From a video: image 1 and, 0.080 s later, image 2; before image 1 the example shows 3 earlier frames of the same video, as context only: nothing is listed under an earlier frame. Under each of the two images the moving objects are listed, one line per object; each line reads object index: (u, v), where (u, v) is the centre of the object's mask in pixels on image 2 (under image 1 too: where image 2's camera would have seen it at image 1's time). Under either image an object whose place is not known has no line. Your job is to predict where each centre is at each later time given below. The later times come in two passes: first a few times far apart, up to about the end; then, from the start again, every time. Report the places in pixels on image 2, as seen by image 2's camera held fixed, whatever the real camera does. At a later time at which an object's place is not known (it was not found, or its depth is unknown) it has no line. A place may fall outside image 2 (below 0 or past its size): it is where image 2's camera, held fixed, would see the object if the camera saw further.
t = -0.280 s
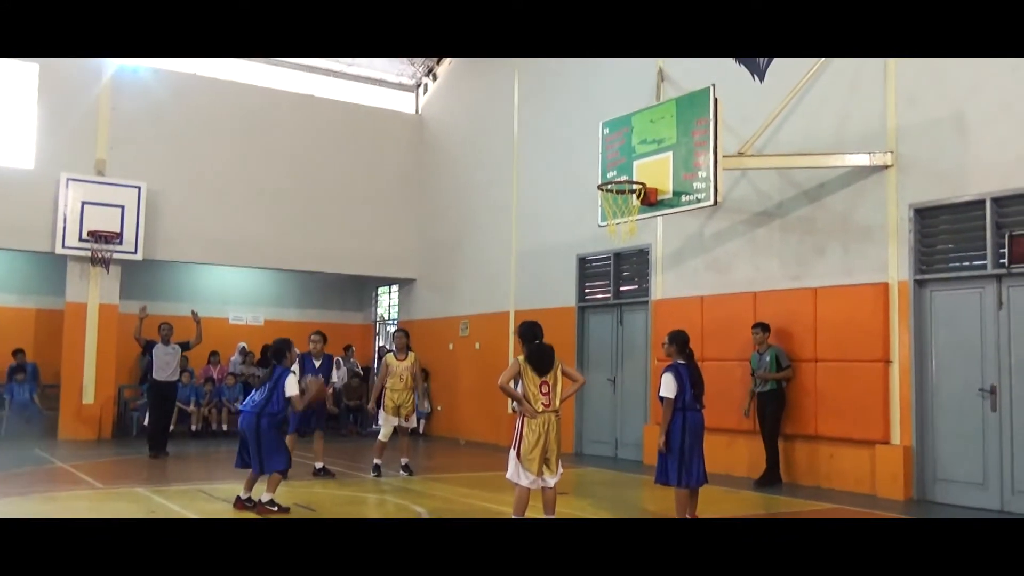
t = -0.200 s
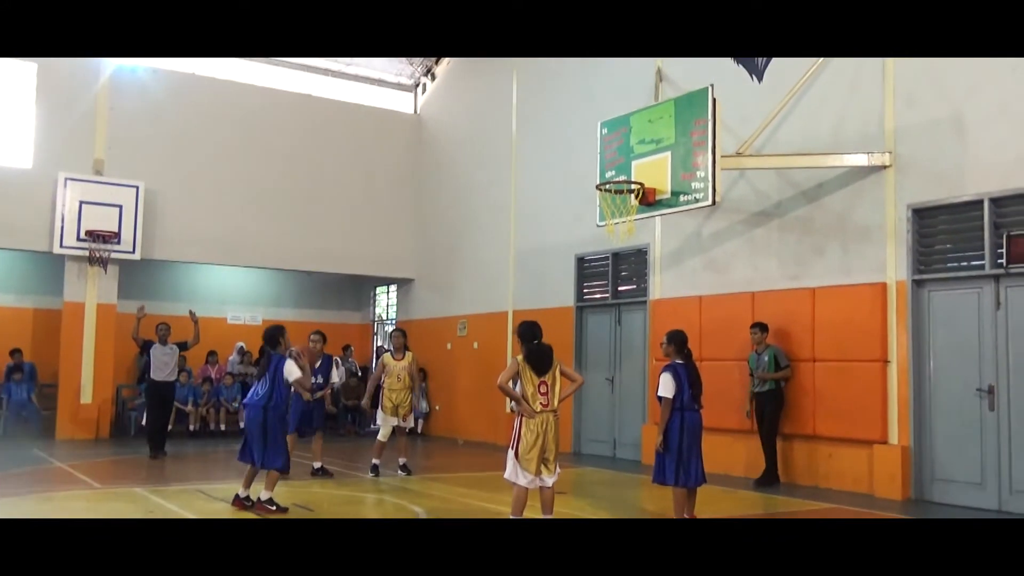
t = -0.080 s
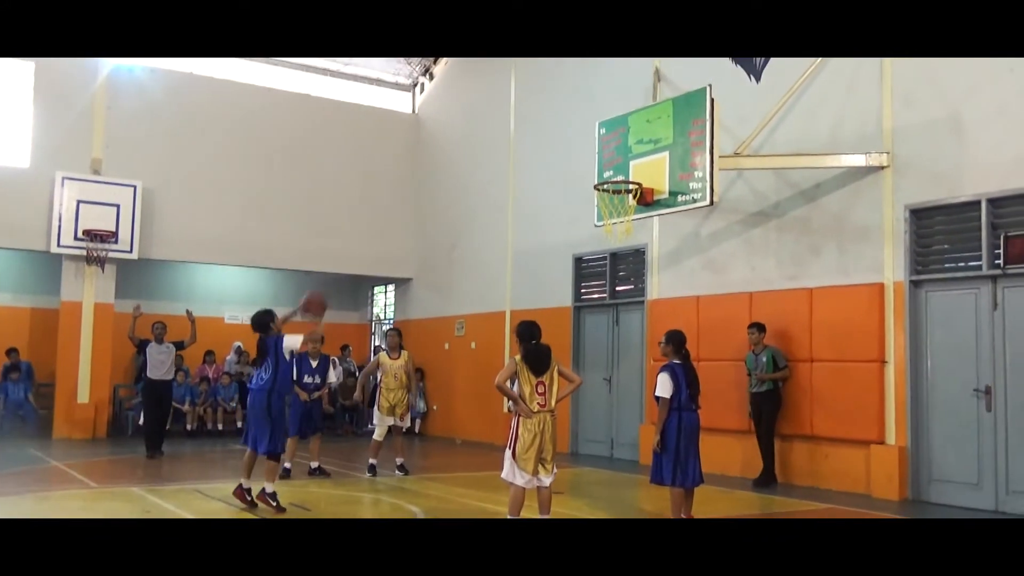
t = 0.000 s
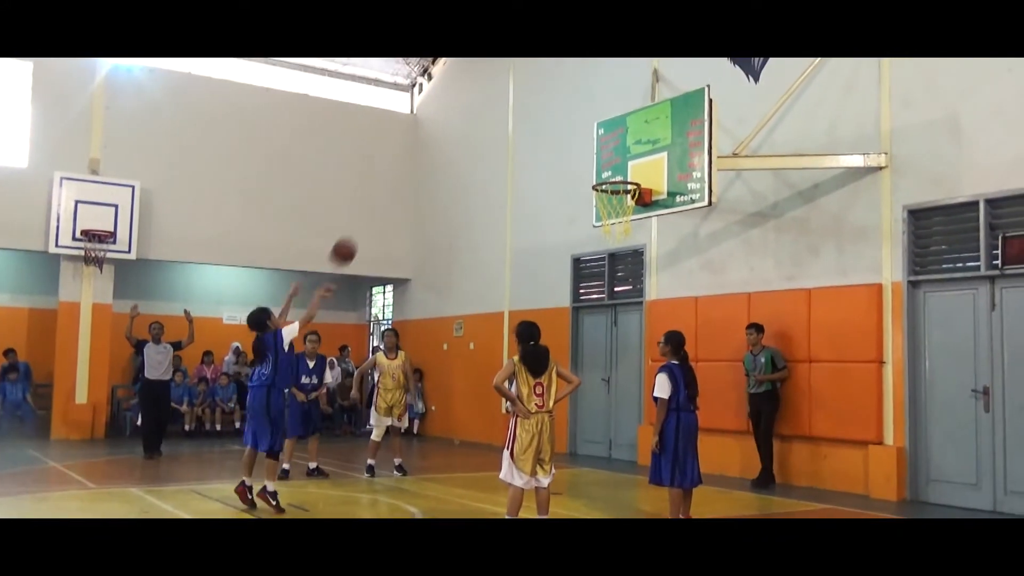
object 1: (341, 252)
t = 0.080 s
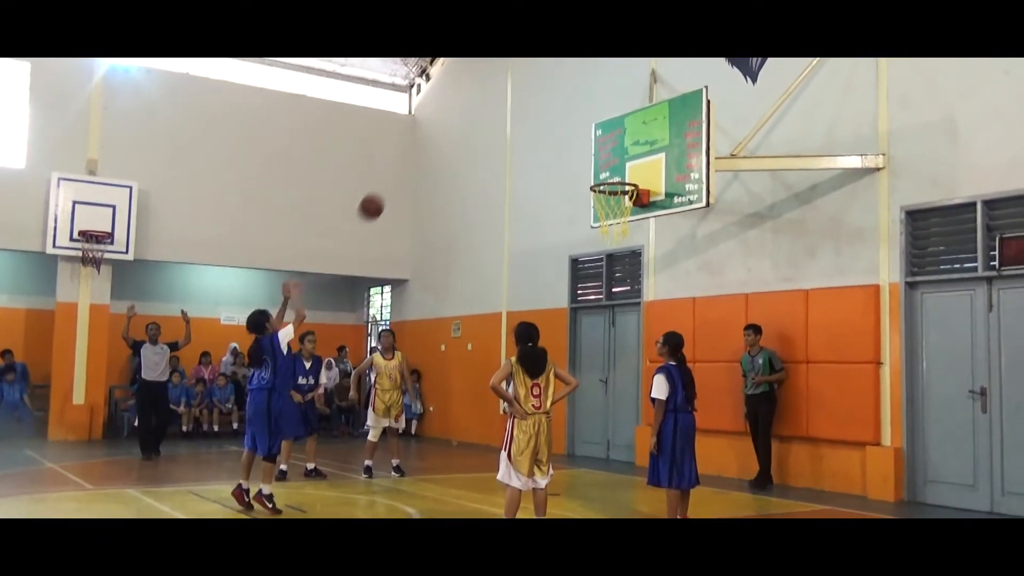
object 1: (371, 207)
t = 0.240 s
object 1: (426, 143)
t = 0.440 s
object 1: (488, 105)
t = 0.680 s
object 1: (554, 116)
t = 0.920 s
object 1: (611, 176)
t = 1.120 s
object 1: (634, 144)
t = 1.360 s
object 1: (661, 137)
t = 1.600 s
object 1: (689, 190)
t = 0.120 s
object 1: (385, 188)
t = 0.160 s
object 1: (399, 171)
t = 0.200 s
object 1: (413, 156)
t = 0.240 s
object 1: (426, 143)
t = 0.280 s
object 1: (439, 131)
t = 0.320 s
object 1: (452, 122)
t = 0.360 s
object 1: (464, 115)
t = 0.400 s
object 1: (476, 109)
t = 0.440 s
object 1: (488, 105)
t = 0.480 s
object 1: (499, 103)
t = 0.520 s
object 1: (511, 103)
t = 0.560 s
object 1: (522, 104)
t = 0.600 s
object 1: (533, 107)
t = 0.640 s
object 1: (543, 111)
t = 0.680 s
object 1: (554, 116)
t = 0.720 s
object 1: (564, 123)
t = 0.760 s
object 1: (573, 131)
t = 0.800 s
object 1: (583, 141)
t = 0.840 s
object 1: (593, 152)
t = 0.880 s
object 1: (602, 164)
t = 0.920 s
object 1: (611, 176)
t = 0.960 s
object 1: (617, 177)
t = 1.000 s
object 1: (621, 167)
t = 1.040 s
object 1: (625, 158)
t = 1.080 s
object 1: (630, 151)
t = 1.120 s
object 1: (634, 144)
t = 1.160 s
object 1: (638, 139)
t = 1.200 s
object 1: (642, 136)
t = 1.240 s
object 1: (647, 134)
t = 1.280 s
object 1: (651, 133)
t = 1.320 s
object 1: (656, 134)
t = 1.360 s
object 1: (661, 137)
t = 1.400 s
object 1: (665, 141)
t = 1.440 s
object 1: (670, 147)
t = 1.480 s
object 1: (675, 155)
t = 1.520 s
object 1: (680, 165)
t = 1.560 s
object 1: (684, 176)
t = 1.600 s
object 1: (689, 190)
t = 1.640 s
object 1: (695, 206)
